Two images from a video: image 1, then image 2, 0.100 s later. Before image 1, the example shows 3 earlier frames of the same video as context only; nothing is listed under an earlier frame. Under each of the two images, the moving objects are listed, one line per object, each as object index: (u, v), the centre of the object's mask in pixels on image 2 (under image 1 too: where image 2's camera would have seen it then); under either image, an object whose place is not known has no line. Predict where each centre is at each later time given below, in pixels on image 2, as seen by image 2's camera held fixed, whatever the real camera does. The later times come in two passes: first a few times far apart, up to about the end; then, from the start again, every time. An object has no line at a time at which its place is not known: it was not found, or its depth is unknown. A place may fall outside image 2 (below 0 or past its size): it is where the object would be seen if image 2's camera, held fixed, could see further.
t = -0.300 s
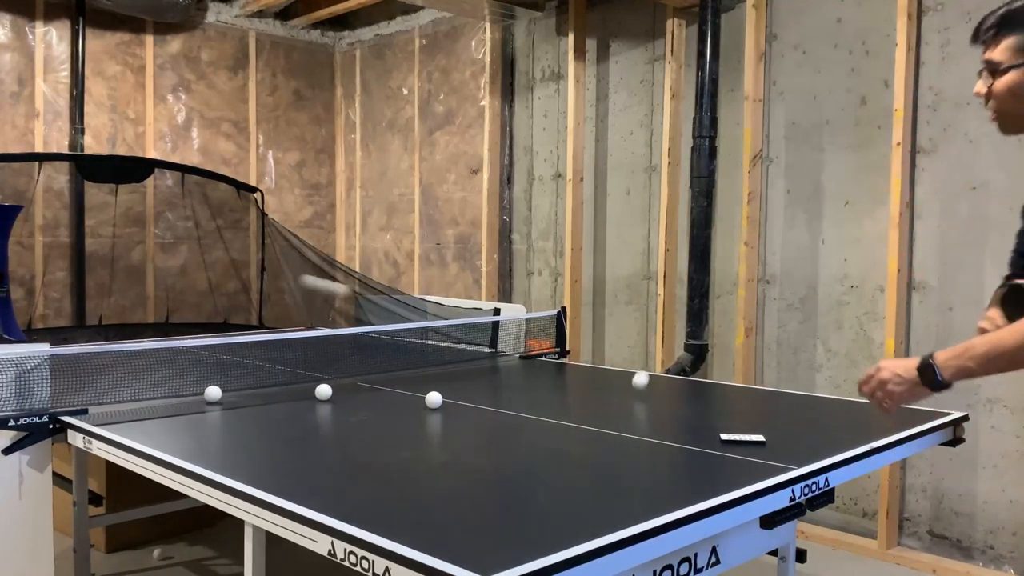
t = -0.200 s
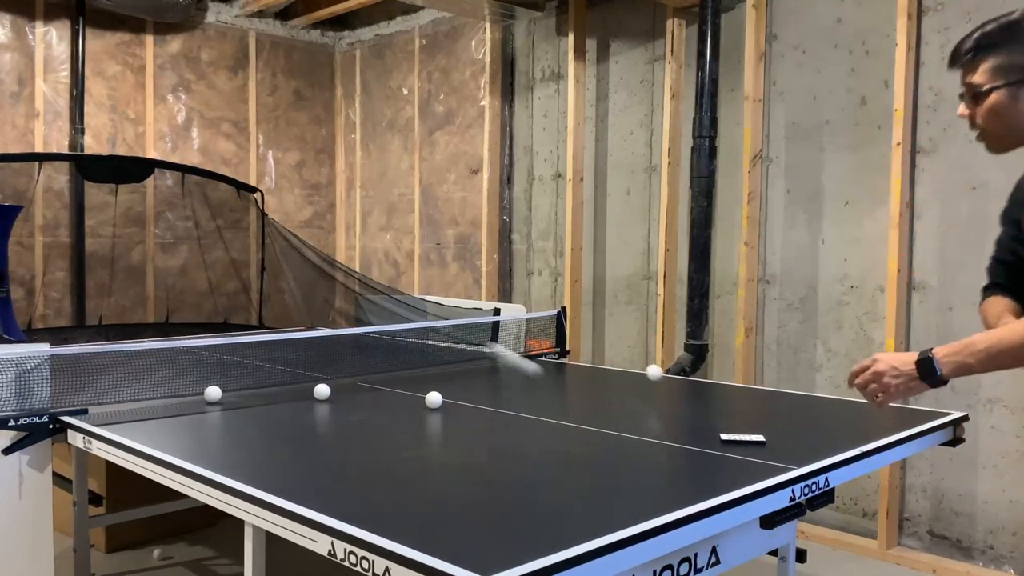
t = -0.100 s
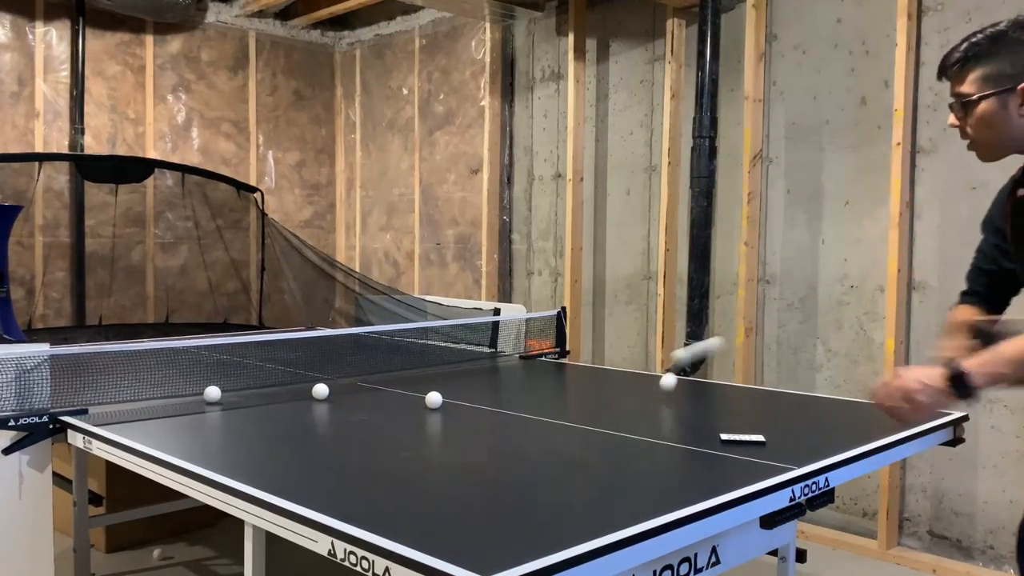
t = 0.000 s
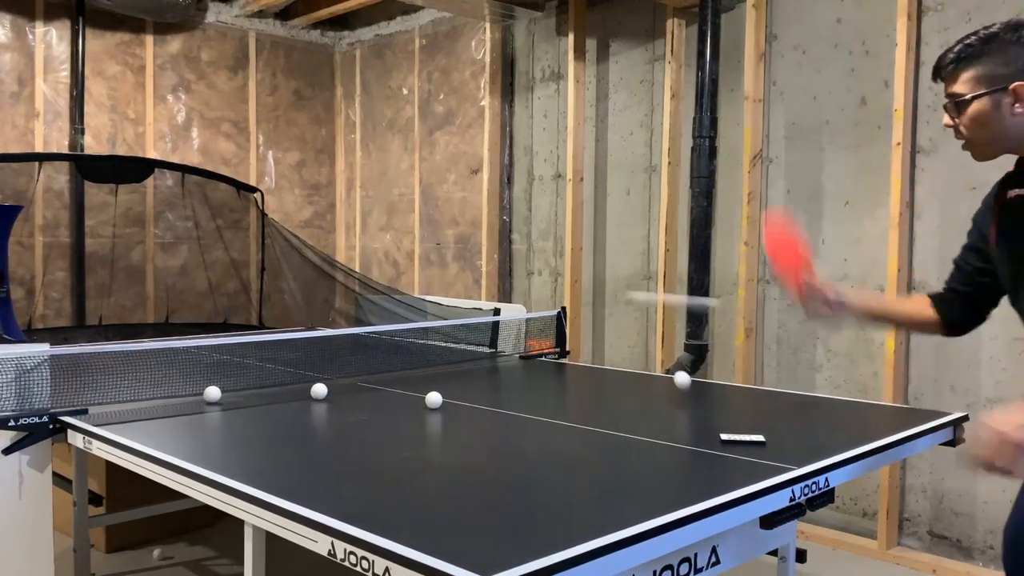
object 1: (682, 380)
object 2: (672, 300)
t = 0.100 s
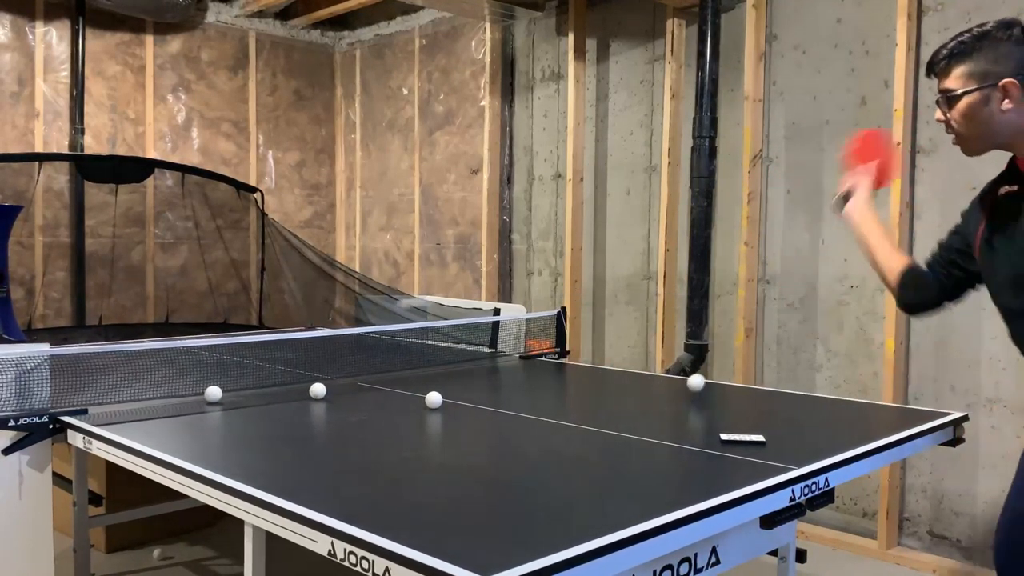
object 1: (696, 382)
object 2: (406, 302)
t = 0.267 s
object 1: (719, 386)
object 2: (214, 293)
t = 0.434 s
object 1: (741, 389)
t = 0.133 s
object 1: (700, 381)
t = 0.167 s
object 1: (705, 383)
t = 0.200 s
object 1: (709, 390)
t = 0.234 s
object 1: (714, 392)
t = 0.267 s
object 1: (719, 386)
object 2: (214, 293)
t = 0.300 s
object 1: (723, 385)
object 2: (186, 282)
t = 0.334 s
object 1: (728, 388)
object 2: (175, 273)
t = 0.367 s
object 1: (732, 395)
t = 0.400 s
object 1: (737, 393)
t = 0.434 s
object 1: (741, 389)
